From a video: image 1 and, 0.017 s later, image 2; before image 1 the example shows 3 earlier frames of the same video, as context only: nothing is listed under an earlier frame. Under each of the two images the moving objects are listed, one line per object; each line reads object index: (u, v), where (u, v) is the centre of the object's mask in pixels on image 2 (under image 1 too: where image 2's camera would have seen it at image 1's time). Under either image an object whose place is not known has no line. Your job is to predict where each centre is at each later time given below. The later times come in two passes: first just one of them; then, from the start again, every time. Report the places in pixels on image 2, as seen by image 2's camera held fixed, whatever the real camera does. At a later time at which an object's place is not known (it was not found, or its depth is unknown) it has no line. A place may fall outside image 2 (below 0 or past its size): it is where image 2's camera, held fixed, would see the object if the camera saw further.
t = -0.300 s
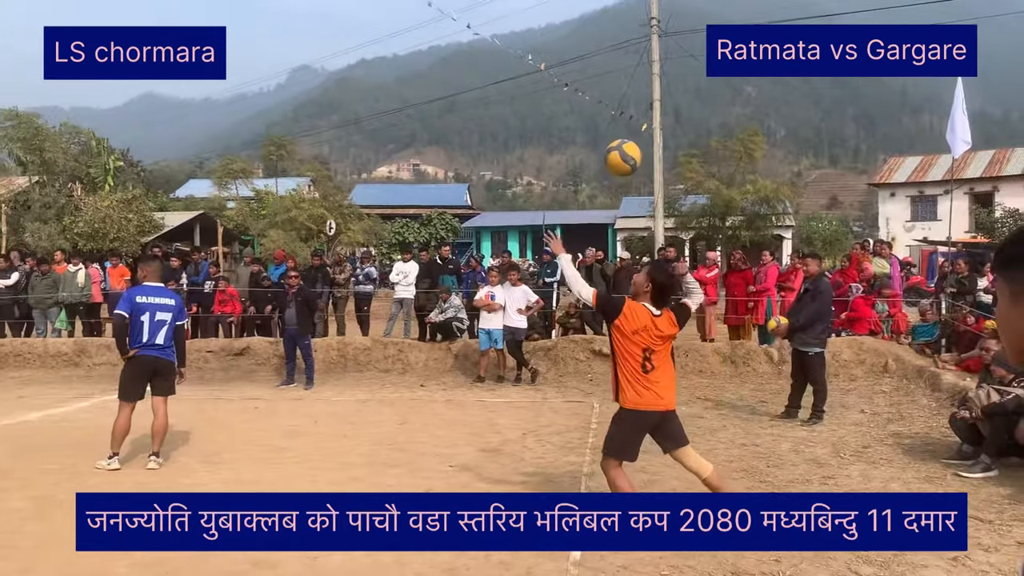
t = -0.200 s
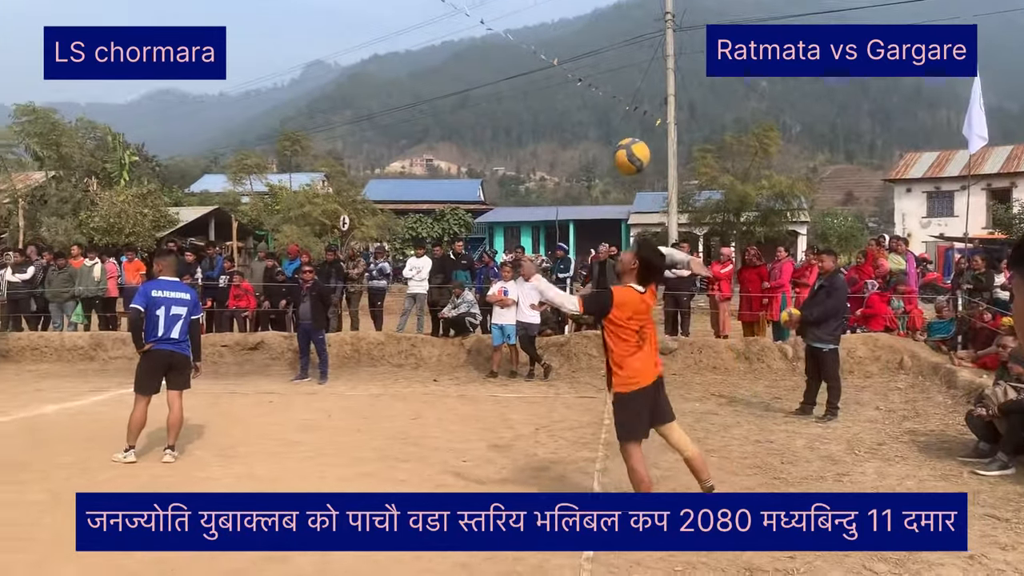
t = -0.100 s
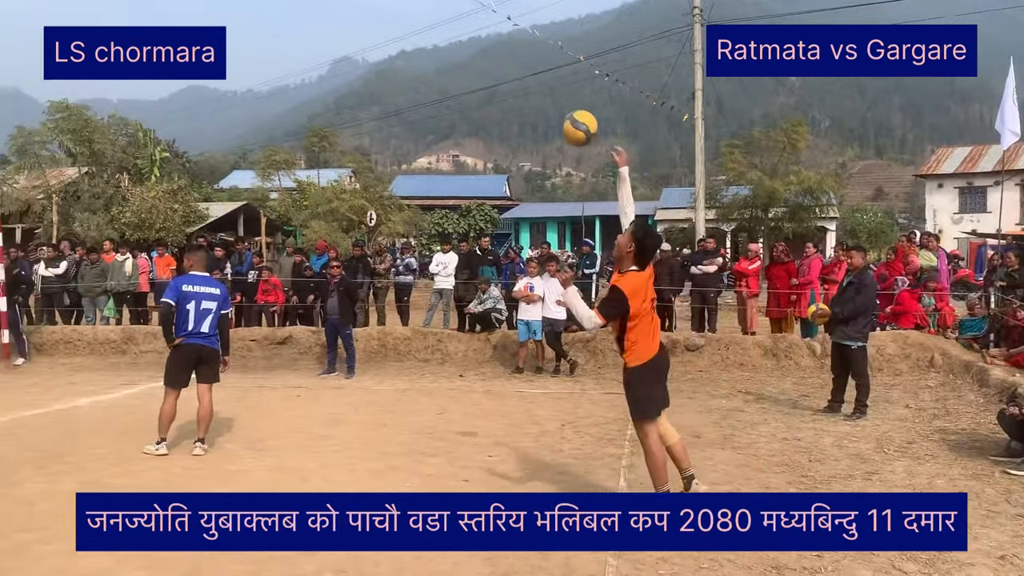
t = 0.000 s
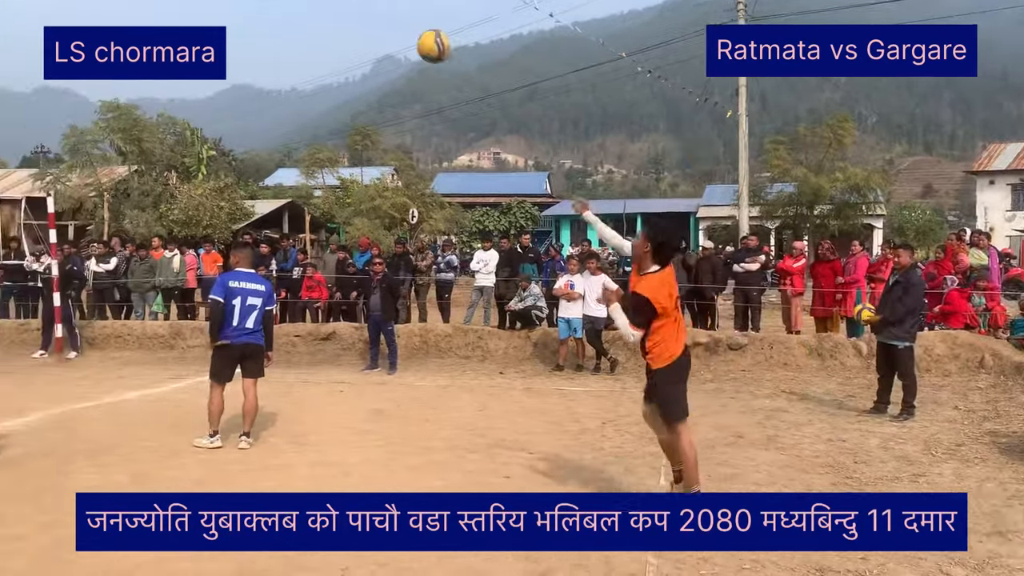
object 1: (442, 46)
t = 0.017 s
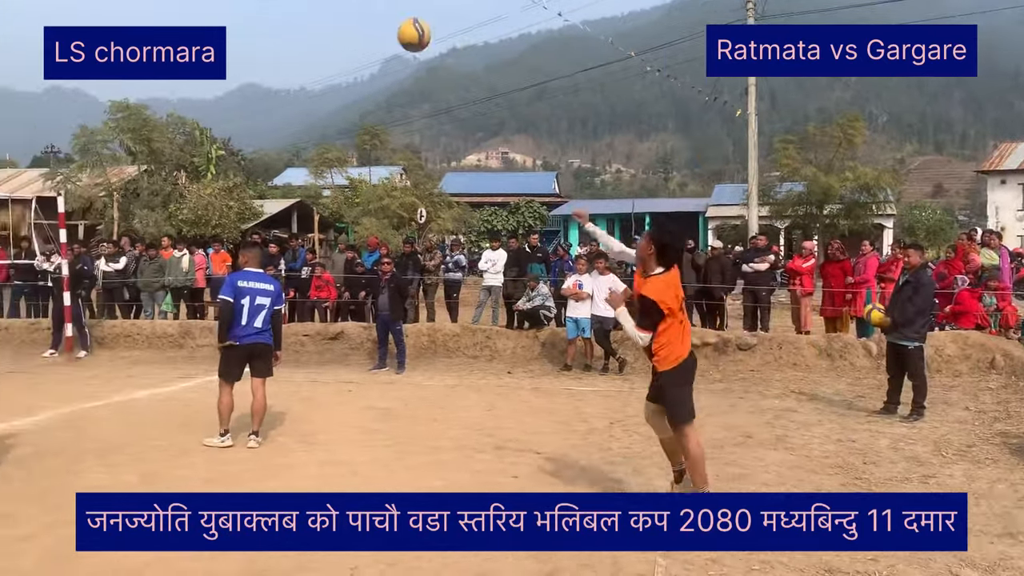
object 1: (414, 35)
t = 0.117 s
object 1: (259, -5)
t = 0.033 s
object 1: (386, 25)
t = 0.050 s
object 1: (359, 14)
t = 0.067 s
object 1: (333, 8)
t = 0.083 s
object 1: (308, 4)
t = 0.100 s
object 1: (284, -1)
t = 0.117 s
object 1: (259, -5)
